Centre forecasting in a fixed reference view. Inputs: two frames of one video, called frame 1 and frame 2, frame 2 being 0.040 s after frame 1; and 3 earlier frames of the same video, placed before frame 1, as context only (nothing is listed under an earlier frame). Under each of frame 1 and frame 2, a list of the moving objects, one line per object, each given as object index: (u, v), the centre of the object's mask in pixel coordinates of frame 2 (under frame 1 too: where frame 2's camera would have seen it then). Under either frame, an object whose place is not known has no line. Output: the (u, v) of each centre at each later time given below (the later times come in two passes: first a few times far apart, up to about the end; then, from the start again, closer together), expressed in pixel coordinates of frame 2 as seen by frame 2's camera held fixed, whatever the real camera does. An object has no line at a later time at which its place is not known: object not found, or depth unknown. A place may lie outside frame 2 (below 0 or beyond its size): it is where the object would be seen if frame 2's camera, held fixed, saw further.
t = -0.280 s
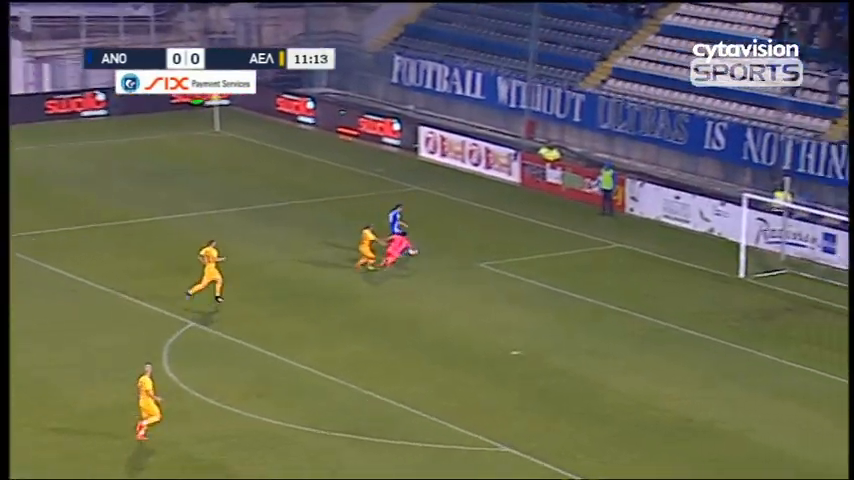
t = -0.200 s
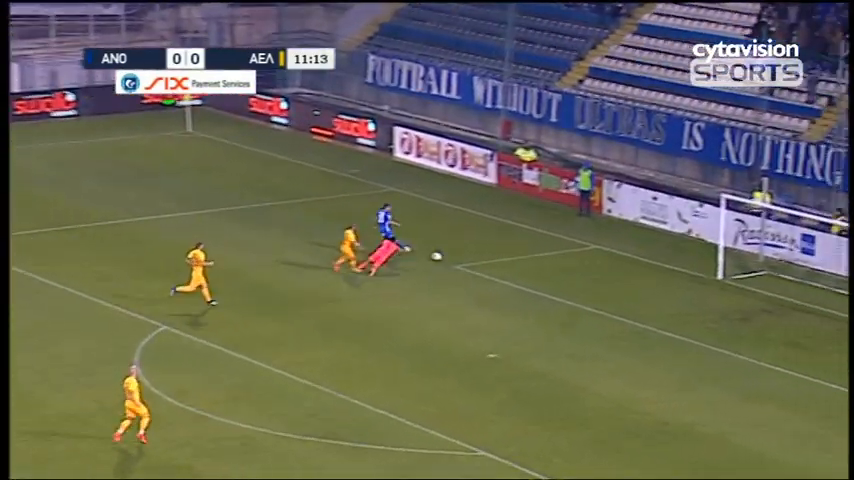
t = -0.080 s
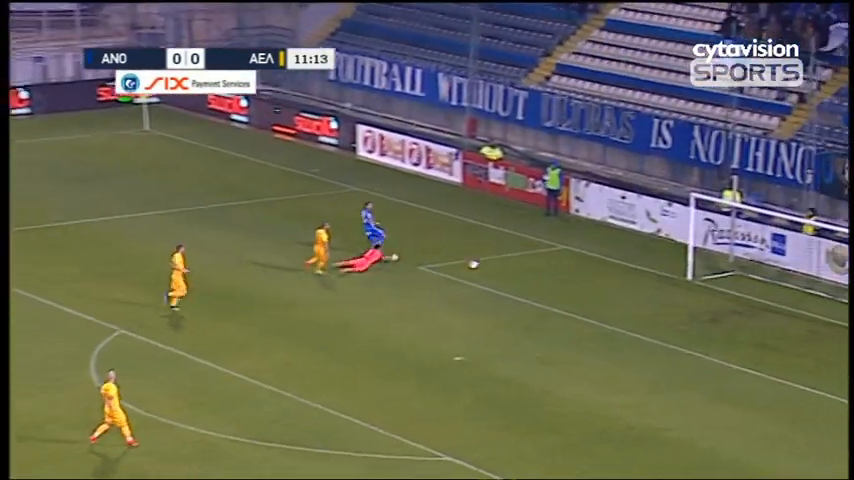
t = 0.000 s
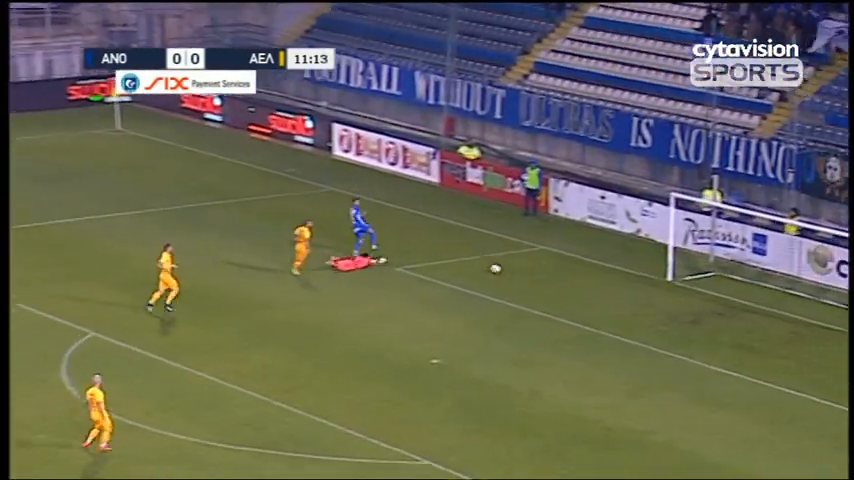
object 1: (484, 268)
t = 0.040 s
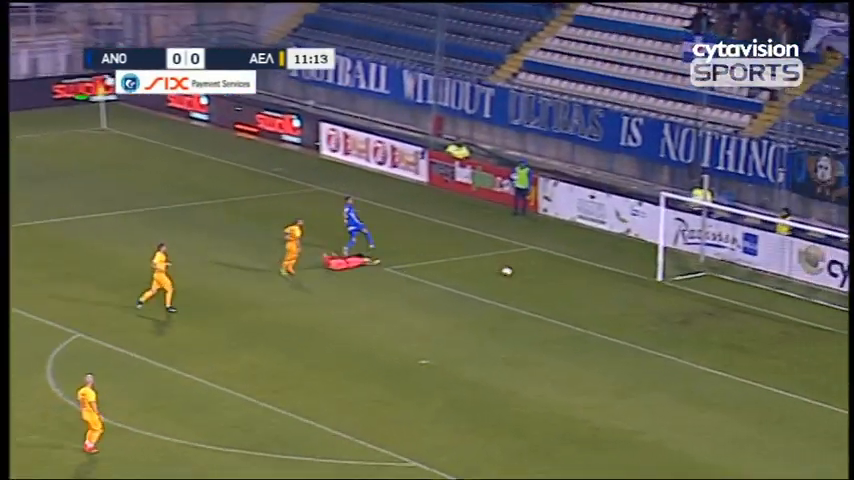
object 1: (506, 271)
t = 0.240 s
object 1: (606, 282)
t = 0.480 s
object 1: (713, 293)
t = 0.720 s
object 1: (805, 303)
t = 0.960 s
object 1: (877, 303)
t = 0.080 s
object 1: (528, 274)
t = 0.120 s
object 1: (548, 276)
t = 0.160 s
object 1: (568, 278)
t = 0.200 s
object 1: (587, 280)
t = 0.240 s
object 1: (606, 282)
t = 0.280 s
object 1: (626, 284)
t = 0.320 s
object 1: (644, 284)
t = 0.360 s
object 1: (661, 286)
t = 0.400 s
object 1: (678, 289)
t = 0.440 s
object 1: (696, 291)
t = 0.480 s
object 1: (713, 293)
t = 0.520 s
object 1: (728, 294)
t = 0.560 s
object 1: (744, 294)
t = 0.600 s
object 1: (759, 295)
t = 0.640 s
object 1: (775, 298)
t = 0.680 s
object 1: (790, 301)
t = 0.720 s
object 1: (805, 303)
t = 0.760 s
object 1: (819, 303)
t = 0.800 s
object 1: (833, 304)
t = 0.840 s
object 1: (847, 305)
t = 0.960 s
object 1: (877, 303)
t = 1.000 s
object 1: (882, 303)
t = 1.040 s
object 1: (886, 302)
